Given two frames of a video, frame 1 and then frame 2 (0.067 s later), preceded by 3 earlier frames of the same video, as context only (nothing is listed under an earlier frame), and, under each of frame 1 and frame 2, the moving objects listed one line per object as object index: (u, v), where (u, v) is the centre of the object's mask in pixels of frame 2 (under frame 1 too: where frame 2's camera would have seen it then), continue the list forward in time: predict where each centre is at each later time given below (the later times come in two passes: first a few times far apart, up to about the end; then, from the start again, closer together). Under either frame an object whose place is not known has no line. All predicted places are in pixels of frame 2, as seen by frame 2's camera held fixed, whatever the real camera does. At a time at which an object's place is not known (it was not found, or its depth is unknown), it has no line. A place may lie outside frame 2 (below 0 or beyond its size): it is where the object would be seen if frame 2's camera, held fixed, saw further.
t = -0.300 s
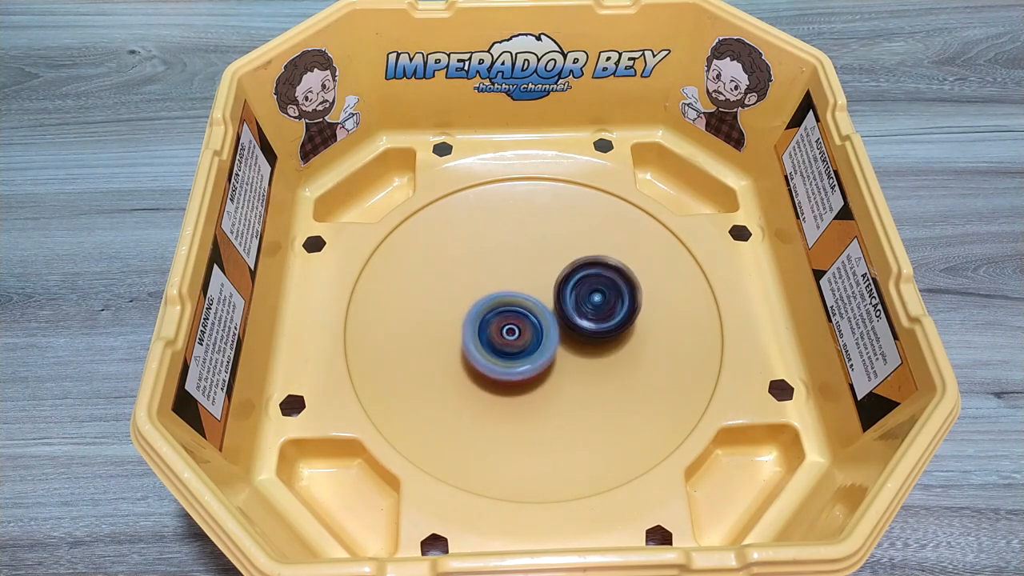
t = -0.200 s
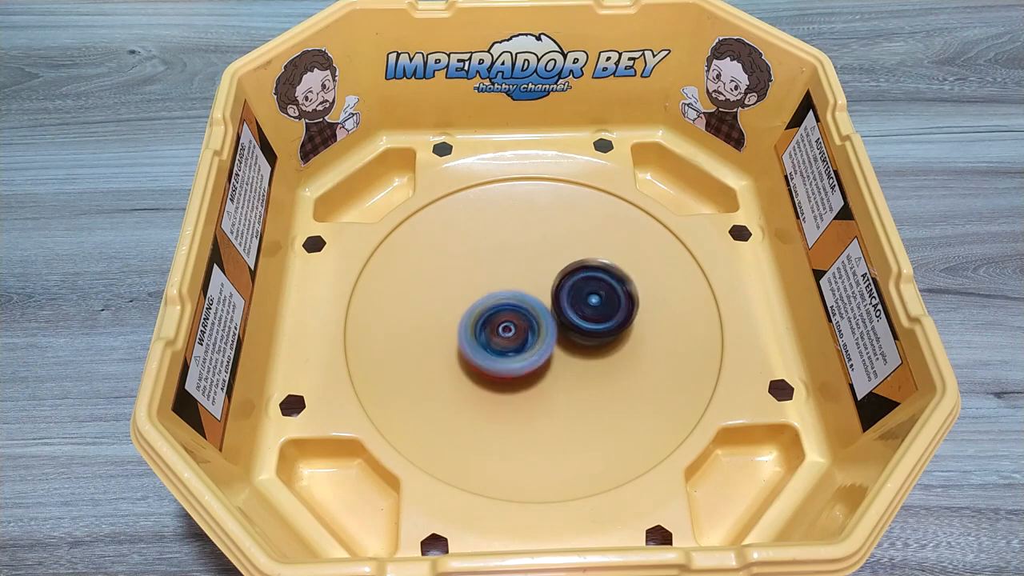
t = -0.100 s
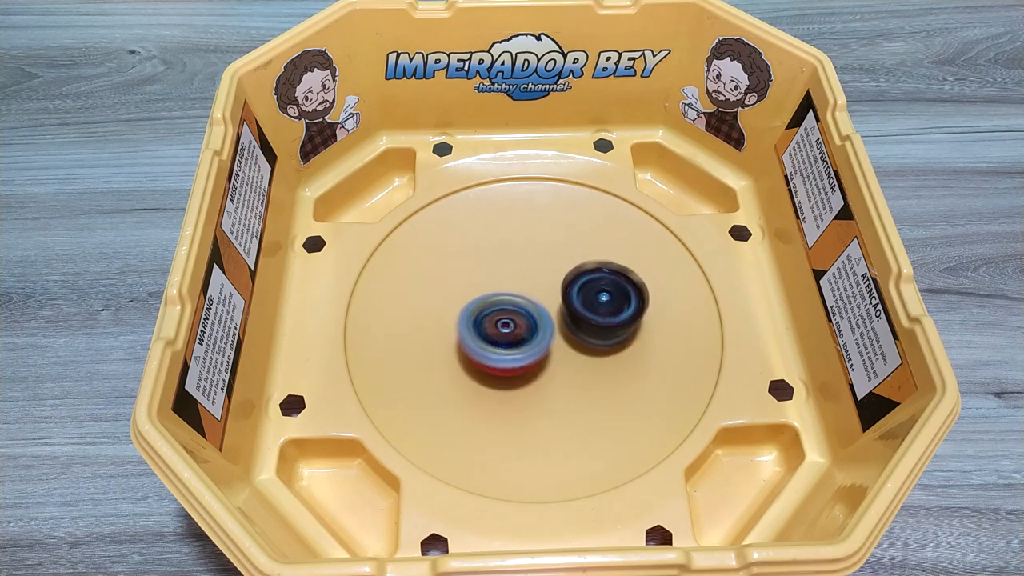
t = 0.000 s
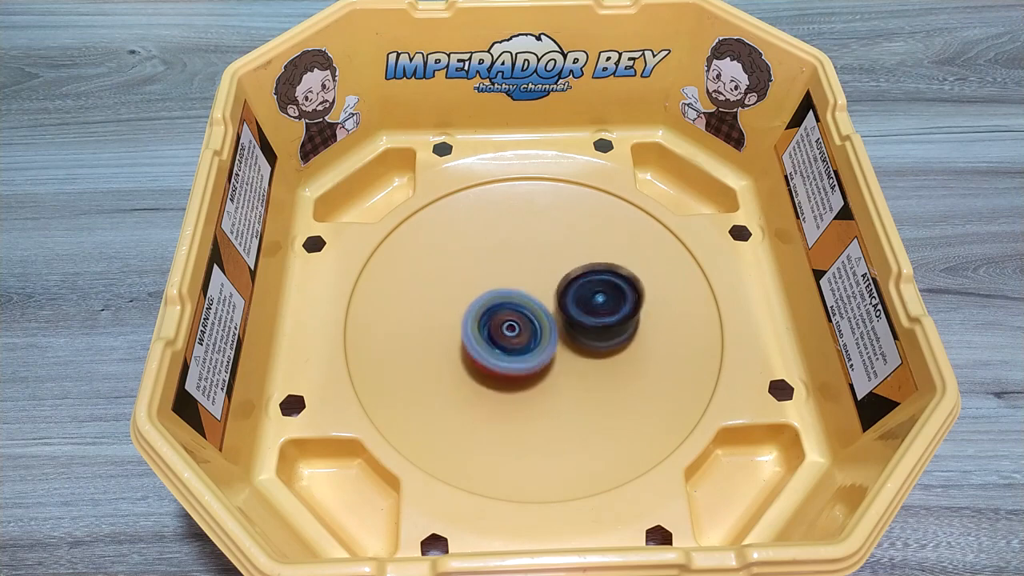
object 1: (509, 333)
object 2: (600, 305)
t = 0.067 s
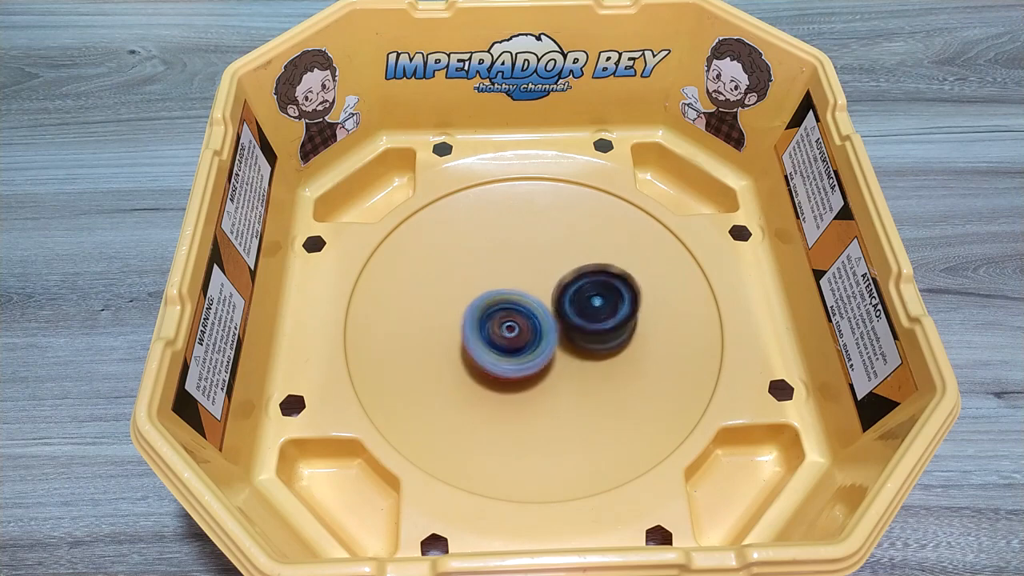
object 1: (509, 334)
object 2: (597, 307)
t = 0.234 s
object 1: (502, 332)
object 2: (603, 302)
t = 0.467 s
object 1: (495, 333)
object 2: (599, 292)
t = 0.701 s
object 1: (497, 337)
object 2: (579, 292)
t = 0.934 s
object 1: (499, 335)
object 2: (578, 294)
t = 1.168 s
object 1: (498, 339)
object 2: (575, 292)
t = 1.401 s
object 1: (484, 344)
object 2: (584, 286)
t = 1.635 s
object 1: (489, 337)
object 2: (572, 300)
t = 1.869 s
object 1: (489, 334)
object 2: (591, 296)
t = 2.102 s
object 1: (505, 340)
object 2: (583, 292)
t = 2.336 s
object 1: (495, 343)
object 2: (574, 284)
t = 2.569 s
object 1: (493, 342)
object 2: (567, 295)
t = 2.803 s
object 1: (497, 339)
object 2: (574, 295)
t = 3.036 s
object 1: (501, 331)
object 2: (589, 290)
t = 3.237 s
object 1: (506, 326)
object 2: (590, 295)
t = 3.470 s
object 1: (497, 333)
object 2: (589, 294)
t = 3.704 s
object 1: (487, 326)
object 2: (585, 305)
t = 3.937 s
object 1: (481, 327)
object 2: (577, 311)
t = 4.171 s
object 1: (484, 325)
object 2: (580, 318)
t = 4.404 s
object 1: (494, 325)
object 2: (580, 318)
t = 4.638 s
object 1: (500, 317)
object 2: (596, 311)
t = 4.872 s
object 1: (502, 319)
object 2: (597, 312)
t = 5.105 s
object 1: (502, 320)
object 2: (594, 314)
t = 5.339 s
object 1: (504, 321)
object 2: (589, 318)
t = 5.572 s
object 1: (505, 322)
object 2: (587, 316)
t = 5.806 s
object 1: (506, 323)
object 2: (587, 314)
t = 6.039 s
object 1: (507, 324)
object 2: (586, 311)
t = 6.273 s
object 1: (507, 326)
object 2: (586, 309)
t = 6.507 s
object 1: (507, 326)
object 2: (586, 308)
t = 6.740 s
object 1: (507, 326)
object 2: (586, 308)
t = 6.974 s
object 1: (507, 326)
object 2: (586, 308)
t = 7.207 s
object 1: (507, 326)
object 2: (586, 309)
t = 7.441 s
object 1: (506, 326)
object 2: (586, 311)
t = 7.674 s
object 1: (506, 325)
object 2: (586, 312)
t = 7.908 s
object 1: (506, 323)
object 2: (586, 312)
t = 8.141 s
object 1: (507, 321)
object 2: (586, 312)
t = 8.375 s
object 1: (508, 324)
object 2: (587, 312)
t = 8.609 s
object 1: (508, 321)
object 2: (587, 312)
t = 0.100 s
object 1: (506, 334)
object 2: (600, 306)
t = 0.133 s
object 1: (505, 333)
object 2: (601, 306)
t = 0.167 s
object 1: (505, 331)
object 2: (599, 305)
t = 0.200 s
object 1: (505, 331)
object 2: (598, 305)
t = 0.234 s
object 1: (502, 332)
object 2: (603, 302)
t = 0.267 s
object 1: (499, 330)
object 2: (607, 300)
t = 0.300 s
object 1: (498, 329)
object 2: (606, 300)
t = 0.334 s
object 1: (502, 328)
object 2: (604, 299)
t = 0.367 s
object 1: (505, 328)
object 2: (600, 298)
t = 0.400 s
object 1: (503, 331)
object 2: (597, 297)
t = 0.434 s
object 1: (498, 333)
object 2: (599, 293)
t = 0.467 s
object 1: (495, 333)
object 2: (599, 292)
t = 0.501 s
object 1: (495, 330)
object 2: (597, 292)
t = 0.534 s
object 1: (497, 330)
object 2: (595, 292)
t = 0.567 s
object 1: (502, 332)
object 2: (591, 293)
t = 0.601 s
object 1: (502, 336)
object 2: (588, 292)
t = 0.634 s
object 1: (499, 337)
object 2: (587, 291)
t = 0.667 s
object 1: (497, 337)
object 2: (582, 291)
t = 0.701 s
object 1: (497, 337)
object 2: (579, 292)
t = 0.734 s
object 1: (495, 338)
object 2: (576, 293)
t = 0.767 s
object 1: (492, 337)
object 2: (575, 294)
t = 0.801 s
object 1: (491, 336)
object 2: (575, 294)
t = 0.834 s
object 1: (492, 335)
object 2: (576, 294)
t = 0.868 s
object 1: (494, 333)
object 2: (576, 294)
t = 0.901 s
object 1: (497, 333)
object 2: (577, 295)
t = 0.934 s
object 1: (499, 335)
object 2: (578, 294)
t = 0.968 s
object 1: (501, 337)
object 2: (577, 294)
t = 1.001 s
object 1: (500, 339)
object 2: (578, 293)
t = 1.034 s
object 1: (498, 340)
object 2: (580, 292)
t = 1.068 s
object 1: (497, 339)
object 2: (580, 291)
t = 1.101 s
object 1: (498, 338)
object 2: (579, 292)
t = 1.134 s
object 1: (498, 338)
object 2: (577, 292)
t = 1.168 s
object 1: (498, 339)
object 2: (575, 292)
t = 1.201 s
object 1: (497, 340)
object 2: (575, 292)
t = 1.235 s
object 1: (494, 341)
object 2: (575, 290)
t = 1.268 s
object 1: (493, 340)
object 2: (574, 290)
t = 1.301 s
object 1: (492, 341)
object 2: (575, 289)
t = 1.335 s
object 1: (489, 343)
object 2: (581, 287)
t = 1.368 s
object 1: (485, 344)
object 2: (583, 286)
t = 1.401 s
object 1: (484, 344)
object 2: (584, 286)
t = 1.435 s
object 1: (483, 344)
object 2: (584, 287)
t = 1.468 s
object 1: (483, 344)
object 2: (584, 289)
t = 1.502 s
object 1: (483, 344)
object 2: (583, 291)
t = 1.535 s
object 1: (487, 342)
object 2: (581, 294)
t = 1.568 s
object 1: (489, 340)
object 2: (577, 296)
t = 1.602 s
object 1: (490, 338)
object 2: (573, 299)
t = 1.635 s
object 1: (489, 337)
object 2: (572, 300)
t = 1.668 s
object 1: (489, 336)
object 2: (573, 300)
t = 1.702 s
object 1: (490, 336)
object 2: (573, 299)
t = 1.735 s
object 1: (492, 335)
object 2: (573, 299)
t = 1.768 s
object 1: (490, 336)
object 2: (575, 298)
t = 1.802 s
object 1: (487, 335)
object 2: (582, 296)
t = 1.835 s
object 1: (488, 336)
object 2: (586, 295)
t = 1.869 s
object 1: (489, 334)
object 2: (591, 296)
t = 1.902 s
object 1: (492, 333)
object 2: (592, 296)
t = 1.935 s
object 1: (496, 333)
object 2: (592, 296)
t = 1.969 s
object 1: (502, 334)
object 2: (590, 296)
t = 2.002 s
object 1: (506, 338)
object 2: (587, 296)
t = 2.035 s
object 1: (507, 339)
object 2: (586, 295)
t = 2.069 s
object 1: (506, 340)
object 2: (585, 293)
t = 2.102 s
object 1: (505, 340)
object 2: (583, 292)
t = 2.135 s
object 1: (503, 340)
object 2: (581, 291)
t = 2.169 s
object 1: (502, 340)
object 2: (579, 290)
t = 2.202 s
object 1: (499, 341)
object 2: (577, 289)
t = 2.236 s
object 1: (499, 341)
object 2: (575, 288)
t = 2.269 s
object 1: (498, 340)
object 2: (574, 287)
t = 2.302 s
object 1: (496, 342)
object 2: (575, 285)
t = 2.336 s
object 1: (495, 343)
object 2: (574, 284)
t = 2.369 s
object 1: (493, 344)
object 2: (572, 286)
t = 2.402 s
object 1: (493, 344)
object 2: (570, 289)
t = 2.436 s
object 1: (493, 344)
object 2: (567, 291)
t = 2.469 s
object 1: (494, 343)
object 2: (563, 294)
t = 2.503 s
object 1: (494, 344)
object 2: (564, 295)
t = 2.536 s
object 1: (493, 344)
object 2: (566, 295)
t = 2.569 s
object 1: (493, 342)
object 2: (567, 295)
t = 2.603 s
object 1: (493, 340)
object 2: (568, 295)
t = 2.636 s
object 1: (493, 340)
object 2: (568, 294)
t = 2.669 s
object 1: (491, 342)
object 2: (570, 294)
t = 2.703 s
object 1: (491, 342)
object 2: (572, 293)
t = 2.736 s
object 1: (492, 340)
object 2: (573, 294)
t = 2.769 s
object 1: (496, 340)
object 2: (573, 294)
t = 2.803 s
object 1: (497, 339)
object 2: (574, 295)
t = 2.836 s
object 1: (497, 337)
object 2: (576, 291)
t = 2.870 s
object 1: (497, 336)
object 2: (577, 288)
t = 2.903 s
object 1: (500, 332)
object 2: (577, 288)
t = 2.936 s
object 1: (503, 332)
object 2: (577, 288)
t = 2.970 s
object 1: (503, 332)
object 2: (577, 290)
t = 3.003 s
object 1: (503, 332)
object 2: (581, 289)
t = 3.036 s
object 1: (501, 331)
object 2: (589, 290)
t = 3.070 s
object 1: (502, 329)
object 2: (592, 292)
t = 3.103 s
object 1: (504, 329)
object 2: (592, 293)
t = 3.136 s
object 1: (506, 328)
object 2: (590, 294)
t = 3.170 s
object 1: (508, 326)
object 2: (590, 295)
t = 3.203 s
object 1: (507, 326)
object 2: (590, 295)
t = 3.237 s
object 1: (506, 326)
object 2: (590, 295)
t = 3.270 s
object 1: (505, 325)
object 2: (589, 295)
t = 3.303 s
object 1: (503, 327)
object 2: (589, 295)
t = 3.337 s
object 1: (500, 329)
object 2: (592, 293)
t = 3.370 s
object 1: (498, 330)
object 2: (593, 293)
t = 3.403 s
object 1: (496, 332)
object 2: (593, 292)
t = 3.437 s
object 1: (495, 332)
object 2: (591, 293)
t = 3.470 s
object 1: (497, 333)
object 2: (589, 294)
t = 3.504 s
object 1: (498, 333)
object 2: (587, 295)
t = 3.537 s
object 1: (502, 332)
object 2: (585, 295)
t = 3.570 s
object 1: (504, 332)
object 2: (583, 297)
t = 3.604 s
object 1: (502, 331)
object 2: (583, 298)
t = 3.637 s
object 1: (496, 328)
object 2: (586, 298)
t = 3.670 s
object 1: (492, 327)
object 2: (587, 299)
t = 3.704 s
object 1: (487, 326)
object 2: (585, 305)
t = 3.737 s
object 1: (485, 326)
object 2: (581, 307)
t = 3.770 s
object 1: (483, 323)
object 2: (577, 305)
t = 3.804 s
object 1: (483, 323)
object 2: (574, 306)
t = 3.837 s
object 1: (481, 325)
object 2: (578, 306)
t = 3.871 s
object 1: (479, 326)
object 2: (580, 308)
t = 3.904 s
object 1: (479, 326)
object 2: (579, 310)
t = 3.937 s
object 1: (481, 327)
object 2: (577, 311)
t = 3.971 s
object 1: (483, 329)
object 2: (575, 312)
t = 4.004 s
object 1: (485, 329)
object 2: (573, 313)
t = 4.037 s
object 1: (485, 329)
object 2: (573, 313)
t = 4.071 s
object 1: (482, 329)
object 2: (576, 314)
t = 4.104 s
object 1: (482, 328)
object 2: (578, 315)
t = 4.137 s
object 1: (482, 327)
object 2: (580, 316)
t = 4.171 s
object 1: (484, 325)
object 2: (580, 318)
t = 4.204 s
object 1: (486, 324)
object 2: (580, 318)
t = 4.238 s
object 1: (485, 323)
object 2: (584, 318)
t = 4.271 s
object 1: (487, 322)
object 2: (585, 319)
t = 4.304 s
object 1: (490, 322)
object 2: (584, 318)
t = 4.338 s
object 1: (493, 323)
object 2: (582, 319)
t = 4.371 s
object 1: (495, 324)
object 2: (579, 318)
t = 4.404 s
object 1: (494, 325)
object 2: (580, 318)
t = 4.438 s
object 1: (494, 323)
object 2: (581, 317)
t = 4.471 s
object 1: (493, 321)
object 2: (582, 316)
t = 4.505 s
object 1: (493, 319)
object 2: (584, 315)
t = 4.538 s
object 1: (494, 319)
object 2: (586, 314)
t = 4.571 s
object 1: (496, 318)
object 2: (589, 313)
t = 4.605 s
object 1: (498, 317)
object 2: (591, 311)
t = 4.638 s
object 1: (500, 317)
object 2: (596, 311)
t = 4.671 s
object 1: (500, 317)
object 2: (599, 309)
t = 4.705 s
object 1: (500, 317)
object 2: (601, 308)
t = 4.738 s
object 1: (501, 317)
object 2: (601, 308)
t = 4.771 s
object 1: (501, 318)
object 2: (600, 309)
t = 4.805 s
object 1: (502, 319)
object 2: (598, 310)
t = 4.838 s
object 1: (503, 319)
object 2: (598, 311)
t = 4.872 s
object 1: (502, 319)
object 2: (597, 312)
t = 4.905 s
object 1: (503, 320)
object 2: (596, 312)
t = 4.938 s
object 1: (503, 320)
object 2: (596, 313)
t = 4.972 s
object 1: (502, 320)
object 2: (596, 313)
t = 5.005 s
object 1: (502, 320)
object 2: (595, 313)
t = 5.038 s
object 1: (502, 320)
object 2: (595, 313)
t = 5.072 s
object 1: (502, 320)
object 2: (594, 314)
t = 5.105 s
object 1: (502, 320)
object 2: (594, 314)
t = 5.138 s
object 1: (503, 320)
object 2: (593, 314)
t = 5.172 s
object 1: (503, 320)
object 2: (592, 315)
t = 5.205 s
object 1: (504, 320)
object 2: (591, 317)
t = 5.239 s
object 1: (504, 321)
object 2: (590, 317)
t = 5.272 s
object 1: (504, 321)
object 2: (590, 317)
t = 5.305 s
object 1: (504, 321)
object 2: (589, 318)
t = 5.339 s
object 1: (504, 321)
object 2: (589, 318)
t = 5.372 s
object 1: (504, 321)
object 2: (588, 318)
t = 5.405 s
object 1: (504, 321)
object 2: (588, 318)
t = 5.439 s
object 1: (504, 322)
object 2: (588, 317)
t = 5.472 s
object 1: (504, 322)
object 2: (588, 317)
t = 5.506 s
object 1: (504, 322)
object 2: (588, 317)
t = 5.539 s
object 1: (504, 322)
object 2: (588, 316)
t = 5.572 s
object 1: (505, 322)
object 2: (587, 316)
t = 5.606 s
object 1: (505, 323)
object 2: (587, 316)
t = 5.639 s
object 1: (505, 323)
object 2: (587, 316)
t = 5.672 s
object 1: (505, 323)
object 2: (587, 315)
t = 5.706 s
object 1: (505, 323)
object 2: (587, 315)
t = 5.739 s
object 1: (506, 323)
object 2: (587, 314)
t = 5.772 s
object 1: (506, 323)
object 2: (587, 314)
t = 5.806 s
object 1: (506, 323)
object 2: (587, 314)
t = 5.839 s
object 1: (506, 324)
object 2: (586, 313)
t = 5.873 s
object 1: (506, 324)
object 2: (586, 312)
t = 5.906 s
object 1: (506, 324)
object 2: (586, 312)
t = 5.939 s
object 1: (507, 324)
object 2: (586, 312)
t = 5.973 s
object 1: (507, 324)
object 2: (586, 311)
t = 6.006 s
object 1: (507, 324)
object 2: (586, 311)
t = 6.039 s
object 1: (507, 324)
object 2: (586, 311)
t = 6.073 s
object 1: (507, 325)
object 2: (586, 310)
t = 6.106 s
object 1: (507, 325)
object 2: (586, 310)
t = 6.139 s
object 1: (507, 325)
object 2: (586, 310)
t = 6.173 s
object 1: (507, 325)
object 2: (586, 309)
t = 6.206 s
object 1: (507, 325)
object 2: (586, 309)
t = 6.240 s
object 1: (507, 326)
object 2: (586, 309)
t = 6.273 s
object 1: (507, 326)
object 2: (586, 309)
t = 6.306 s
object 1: (507, 326)
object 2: (586, 308)
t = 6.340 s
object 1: (507, 326)
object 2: (586, 308)
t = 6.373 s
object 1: (507, 326)
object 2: (586, 308)
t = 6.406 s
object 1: (507, 326)
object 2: (586, 308)
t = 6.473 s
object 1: (507, 326)
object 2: (586, 308)
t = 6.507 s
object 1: (507, 326)
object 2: (586, 308)
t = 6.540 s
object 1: (507, 326)
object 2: (586, 308)
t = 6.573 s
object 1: (507, 326)
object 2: (586, 308)
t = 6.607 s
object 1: (507, 326)
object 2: (586, 308)
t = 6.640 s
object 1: (507, 326)
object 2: (586, 308)
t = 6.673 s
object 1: (507, 326)
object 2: (586, 308)
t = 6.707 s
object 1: (507, 326)
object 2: (586, 308)
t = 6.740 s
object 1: (507, 326)
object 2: (586, 308)
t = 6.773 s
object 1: (507, 326)
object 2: (586, 308)
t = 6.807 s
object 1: (507, 326)
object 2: (586, 308)
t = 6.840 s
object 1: (507, 326)
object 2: (586, 308)
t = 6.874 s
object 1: (507, 326)
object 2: (586, 308)
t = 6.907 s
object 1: (507, 326)
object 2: (586, 308)
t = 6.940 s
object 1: (507, 326)
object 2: (586, 308)
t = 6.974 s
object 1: (507, 326)
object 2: (586, 308)
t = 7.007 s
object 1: (507, 326)
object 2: (586, 309)
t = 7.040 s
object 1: (507, 326)
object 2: (586, 309)
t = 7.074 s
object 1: (507, 326)
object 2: (586, 309)
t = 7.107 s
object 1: (507, 326)
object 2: (586, 309)
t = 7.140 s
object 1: (507, 326)
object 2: (586, 309)
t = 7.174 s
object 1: (507, 326)
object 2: (586, 309)
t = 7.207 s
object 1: (507, 326)
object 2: (586, 309)
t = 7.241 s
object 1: (507, 326)
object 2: (586, 310)
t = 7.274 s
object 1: (507, 326)
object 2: (586, 310)
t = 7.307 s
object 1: (506, 326)
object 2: (586, 310)
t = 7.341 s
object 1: (506, 326)
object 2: (586, 310)
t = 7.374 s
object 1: (506, 326)
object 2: (586, 311)
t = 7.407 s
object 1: (506, 326)
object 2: (586, 311)
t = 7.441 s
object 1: (506, 326)
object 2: (586, 311)
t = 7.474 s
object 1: (506, 326)
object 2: (586, 311)
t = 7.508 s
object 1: (506, 326)
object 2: (586, 312)
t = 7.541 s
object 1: (506, 326)
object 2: (586, 312)
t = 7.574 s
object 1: (506, 326)
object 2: (586, 312)
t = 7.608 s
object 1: (506, 326)
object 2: (586, 312)
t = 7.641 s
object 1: (506, 325)
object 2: (586, 312)
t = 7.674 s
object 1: (506, 325)
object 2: (586, 312)
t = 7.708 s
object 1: (506, 325)
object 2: (586, 312)
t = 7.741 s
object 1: (506, 325)
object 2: (585, 312)
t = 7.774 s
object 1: (506, 325)
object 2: (586, 312)
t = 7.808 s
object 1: (506, 324)
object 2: (586, 312)
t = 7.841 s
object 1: (506, 324)
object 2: (586, 312)
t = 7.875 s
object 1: (506, 323)
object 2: (586, 312)
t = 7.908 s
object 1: (506, 323)
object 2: (586, 312)
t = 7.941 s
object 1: (506, 322)
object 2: (586, 312)
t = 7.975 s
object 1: (506, 322)
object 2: (586, 312)
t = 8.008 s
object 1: (506, 321)
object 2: (586, 312)
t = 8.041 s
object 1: (506, 321)
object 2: (586, 312)
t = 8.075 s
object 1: (507, 321)
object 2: (586, 312)
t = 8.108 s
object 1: (507, 321)
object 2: (586, 312)
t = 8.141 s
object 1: (507, 321)
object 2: (586, 312)
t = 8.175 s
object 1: (508, 321)
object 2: (587, 312)
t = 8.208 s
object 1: (508, 322)
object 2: (587, 312)
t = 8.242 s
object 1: (508, 323)
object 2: (587, 312)
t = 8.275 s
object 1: (508, 323)
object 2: (587, 312)
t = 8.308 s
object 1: (508, 324)
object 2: (587, 312)
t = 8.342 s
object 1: (508, 324)
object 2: (587, 312)
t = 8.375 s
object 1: (508, 324)
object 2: (587, 312)
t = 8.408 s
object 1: (508, 324)
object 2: (587, 312)
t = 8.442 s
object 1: (508, 323)
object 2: (587, 312)
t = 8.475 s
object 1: (508, 322)
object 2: (587, 312)
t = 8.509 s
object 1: (508, 322)
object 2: (587, 312)
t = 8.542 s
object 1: (508, 322)
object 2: (587, 312)
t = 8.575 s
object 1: (508, 321)
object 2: (587, 312)
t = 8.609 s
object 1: (508, 321)
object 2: (587, 312)
